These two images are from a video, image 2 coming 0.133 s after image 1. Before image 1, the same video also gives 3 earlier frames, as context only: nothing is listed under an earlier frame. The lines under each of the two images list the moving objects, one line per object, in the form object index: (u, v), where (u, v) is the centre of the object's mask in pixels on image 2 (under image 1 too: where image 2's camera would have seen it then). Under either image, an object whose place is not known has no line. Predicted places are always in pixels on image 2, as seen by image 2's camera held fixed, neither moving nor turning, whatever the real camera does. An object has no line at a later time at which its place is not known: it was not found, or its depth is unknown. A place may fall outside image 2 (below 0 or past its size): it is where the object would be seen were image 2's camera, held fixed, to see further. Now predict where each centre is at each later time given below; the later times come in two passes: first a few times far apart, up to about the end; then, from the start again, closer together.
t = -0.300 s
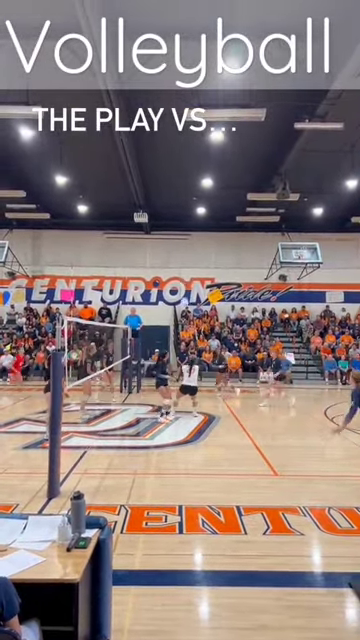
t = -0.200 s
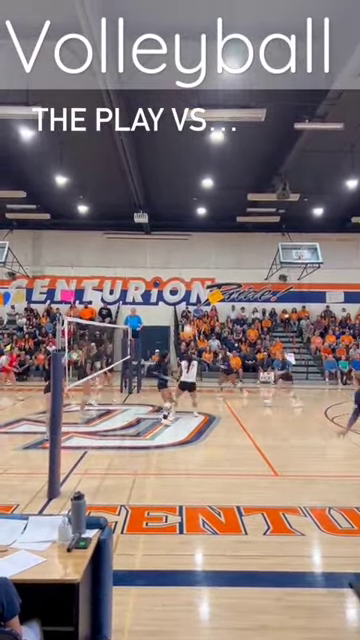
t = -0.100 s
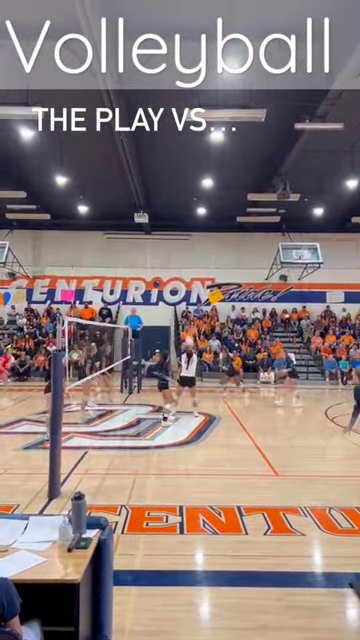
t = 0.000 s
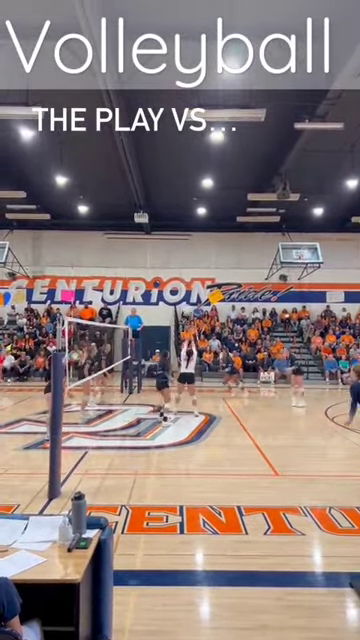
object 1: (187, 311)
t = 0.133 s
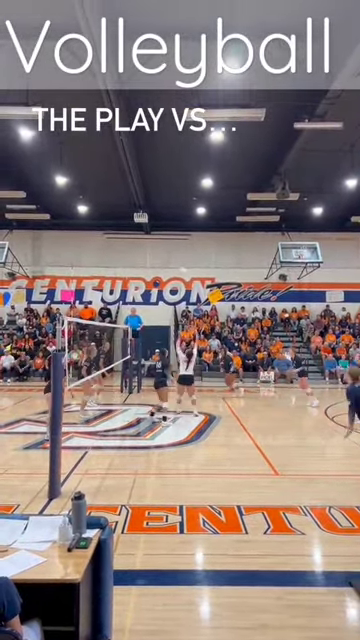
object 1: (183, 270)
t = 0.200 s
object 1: (181, 254)
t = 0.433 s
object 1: (172, 210)
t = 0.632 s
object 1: (165, 188)
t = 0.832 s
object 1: (157, 182)
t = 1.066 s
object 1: (147, 200)
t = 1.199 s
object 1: (140, 221)
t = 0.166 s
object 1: (182, 262)
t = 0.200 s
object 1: (181, 254)
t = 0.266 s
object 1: (179, 240)
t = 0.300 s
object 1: (177, 233)
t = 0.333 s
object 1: (176, 227)
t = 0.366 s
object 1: (175, 221)
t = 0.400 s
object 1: (174, 216)
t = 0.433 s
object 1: (172, 210)
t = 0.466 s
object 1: (171, 205)
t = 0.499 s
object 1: (170, 201)
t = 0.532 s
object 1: (169, 197)
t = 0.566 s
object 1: (167, 193)
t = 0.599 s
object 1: (166, 190)
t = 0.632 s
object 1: (165, 188)
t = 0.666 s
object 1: (164, 185)
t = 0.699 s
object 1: (162, 184)
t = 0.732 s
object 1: (161, 182)
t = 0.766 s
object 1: (160, 182)
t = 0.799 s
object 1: (158, 182)
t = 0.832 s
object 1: (157, 182)
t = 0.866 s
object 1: (155, 183)
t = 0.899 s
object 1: (154, 184)
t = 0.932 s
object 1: (152, 186)
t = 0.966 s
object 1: (151, 189)
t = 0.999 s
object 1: (150, 192)
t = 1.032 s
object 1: (148, 196)
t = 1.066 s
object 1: (147, 200)
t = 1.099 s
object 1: (145, 205)
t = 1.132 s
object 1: (144, 210)
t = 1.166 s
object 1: (143, 217)
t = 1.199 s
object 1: (140, 221)
